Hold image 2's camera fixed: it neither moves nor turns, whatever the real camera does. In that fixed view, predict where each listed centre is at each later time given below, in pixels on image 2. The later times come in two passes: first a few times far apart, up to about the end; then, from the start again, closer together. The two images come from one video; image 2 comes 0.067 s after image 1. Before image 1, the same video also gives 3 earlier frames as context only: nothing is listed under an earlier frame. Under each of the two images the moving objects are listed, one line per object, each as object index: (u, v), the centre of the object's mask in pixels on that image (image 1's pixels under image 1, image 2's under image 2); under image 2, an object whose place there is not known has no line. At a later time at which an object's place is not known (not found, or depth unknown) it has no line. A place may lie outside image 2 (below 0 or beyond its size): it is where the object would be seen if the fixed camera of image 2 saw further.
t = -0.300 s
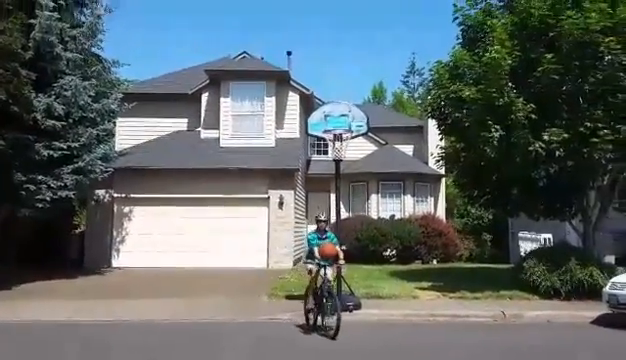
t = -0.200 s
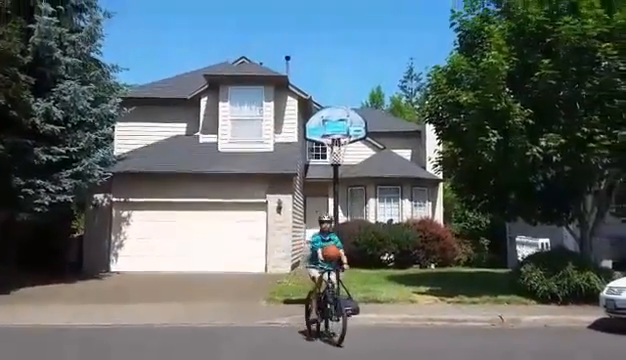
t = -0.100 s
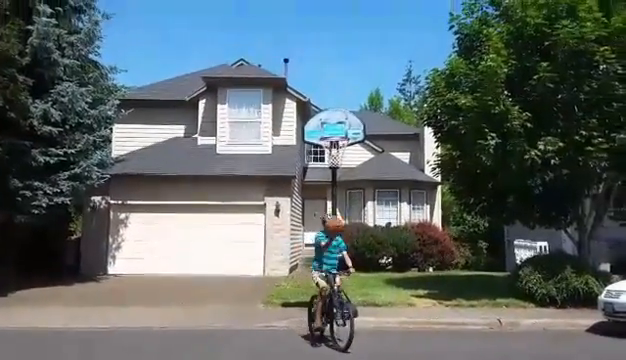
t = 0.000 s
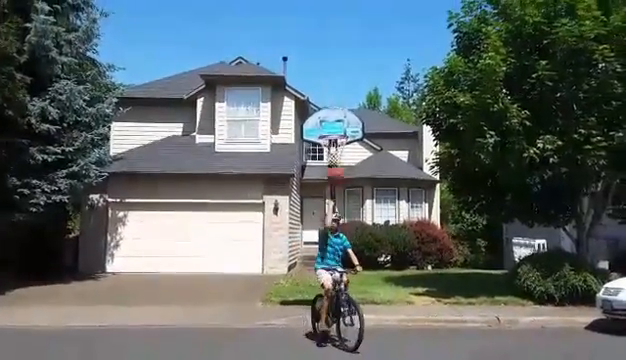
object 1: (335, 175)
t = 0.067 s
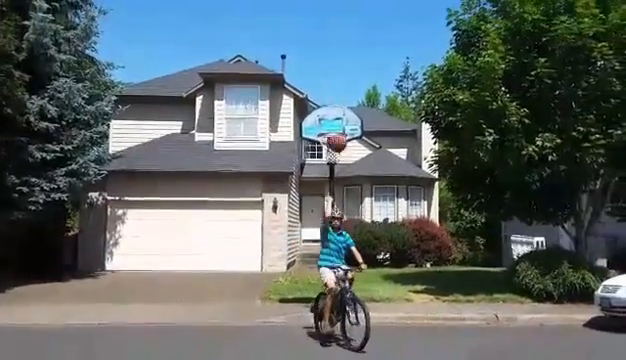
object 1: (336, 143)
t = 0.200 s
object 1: (342, 95)
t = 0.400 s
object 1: (349, 50)
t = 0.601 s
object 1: (355, 34)
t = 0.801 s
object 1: (360, 46)
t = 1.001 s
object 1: (366, 81)
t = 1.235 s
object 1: (372, 150)
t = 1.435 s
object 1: (377, 231)
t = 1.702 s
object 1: (383, 274)
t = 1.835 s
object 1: (385, 230)
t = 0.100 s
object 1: (338, 130)
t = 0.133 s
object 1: (340, 117)
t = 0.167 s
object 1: (341, 105)
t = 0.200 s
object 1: (342, 95)
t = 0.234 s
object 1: (343, 86)
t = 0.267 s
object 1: (344, 76)
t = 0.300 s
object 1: (345, 68)
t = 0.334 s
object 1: (346, 61)
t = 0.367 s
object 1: (348, 55)
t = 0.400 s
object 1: (349, 50)
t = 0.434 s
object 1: (350, 45)
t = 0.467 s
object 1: (351, 42)
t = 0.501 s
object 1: (352, 38)
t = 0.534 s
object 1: (353, 36)
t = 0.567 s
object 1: (354, 35)
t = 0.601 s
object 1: (355, 34)
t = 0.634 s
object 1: (356, 35)
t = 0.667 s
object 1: (357, 36)
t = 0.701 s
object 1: (358, 37)
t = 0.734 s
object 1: (359, 39)
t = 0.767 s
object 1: (360, 42)
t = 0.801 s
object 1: (360, 46)
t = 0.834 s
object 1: (361, 50)
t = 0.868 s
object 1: (362, 55)
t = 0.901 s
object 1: (363, 61)
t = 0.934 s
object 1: (364, 67)
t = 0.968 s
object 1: (365, 74)
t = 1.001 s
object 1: (366, 81)
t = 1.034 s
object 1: (367, 89)
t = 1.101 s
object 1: (368, 107)
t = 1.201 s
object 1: (371, 138)
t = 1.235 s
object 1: (372, 150)
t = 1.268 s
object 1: (372, 163)
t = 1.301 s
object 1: (375, 176)
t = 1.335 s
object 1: (374, 189)
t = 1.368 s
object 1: (375, 203)
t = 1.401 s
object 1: (376, 218)
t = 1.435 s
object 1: (377, 231)
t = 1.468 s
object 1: (378, 247)
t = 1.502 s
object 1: (379, 264)
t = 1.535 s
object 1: (380, 282)
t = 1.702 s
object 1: (383, 274)
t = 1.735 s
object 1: (383, 263)
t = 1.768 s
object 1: (384, 252)
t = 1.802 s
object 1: (384, 241)
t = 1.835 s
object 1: (385, 230)
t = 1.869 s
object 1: (385, 221)
